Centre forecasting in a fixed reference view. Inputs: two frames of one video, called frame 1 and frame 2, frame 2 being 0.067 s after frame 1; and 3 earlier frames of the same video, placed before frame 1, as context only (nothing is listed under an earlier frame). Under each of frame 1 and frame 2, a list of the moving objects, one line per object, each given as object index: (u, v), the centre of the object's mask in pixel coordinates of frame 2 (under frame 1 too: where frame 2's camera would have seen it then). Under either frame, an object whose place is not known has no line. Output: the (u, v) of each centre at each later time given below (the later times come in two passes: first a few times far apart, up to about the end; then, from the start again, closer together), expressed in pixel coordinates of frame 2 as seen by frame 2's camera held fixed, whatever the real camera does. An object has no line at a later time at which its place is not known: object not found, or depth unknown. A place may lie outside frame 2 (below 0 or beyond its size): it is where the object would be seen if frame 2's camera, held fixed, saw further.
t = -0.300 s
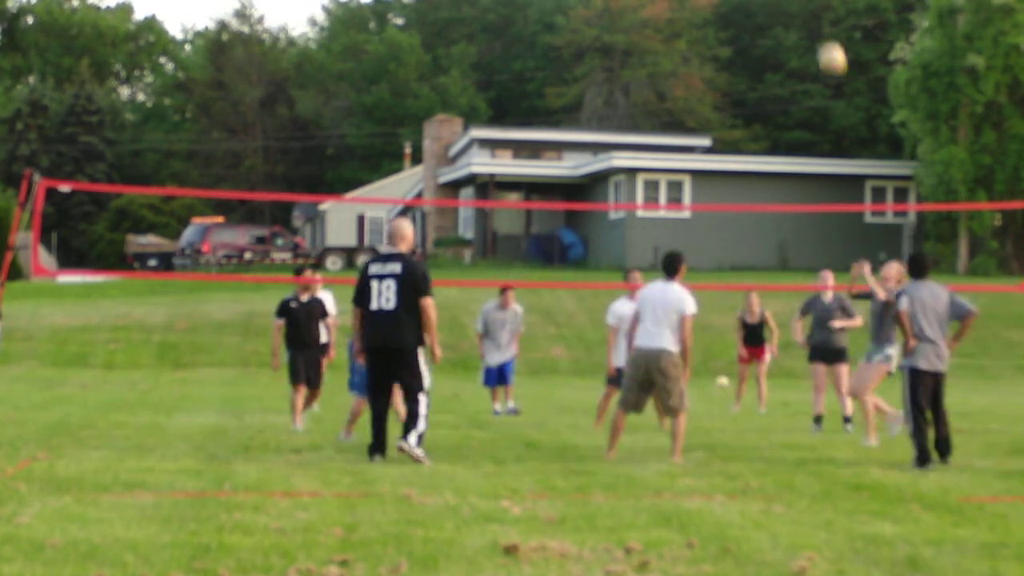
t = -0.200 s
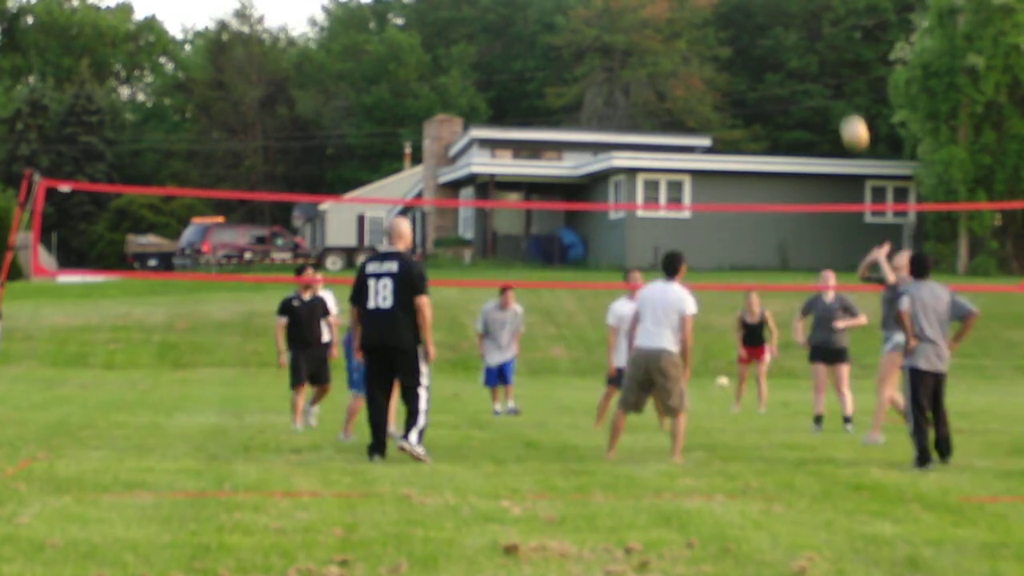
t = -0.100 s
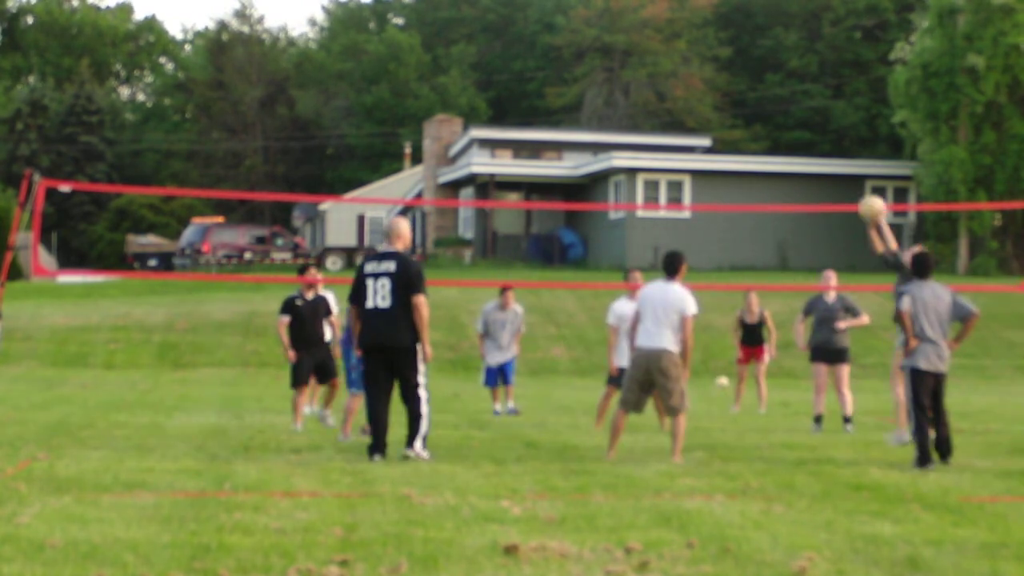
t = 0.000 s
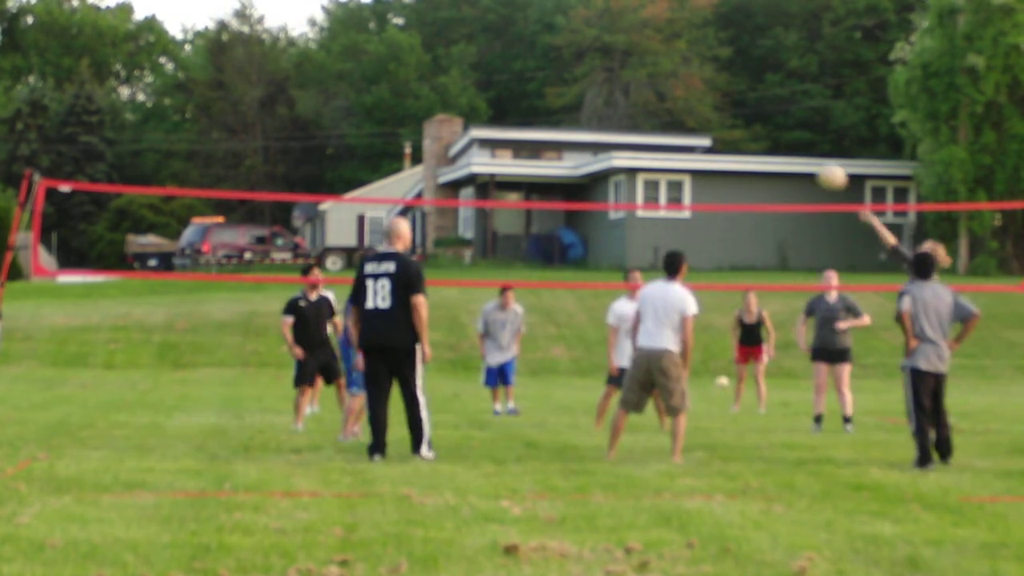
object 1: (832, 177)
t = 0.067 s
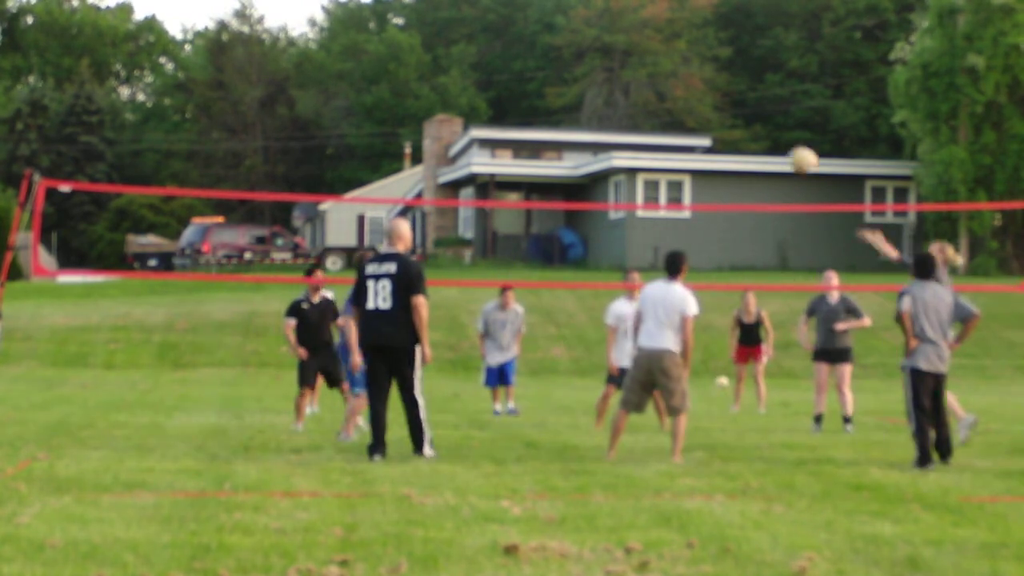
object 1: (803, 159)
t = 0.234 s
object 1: (731, 141)
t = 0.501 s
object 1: (618, 179)
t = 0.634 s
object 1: (566, 227)
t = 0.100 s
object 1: (788, 152)
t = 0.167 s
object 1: (759, 144)
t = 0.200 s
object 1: (745, 142)
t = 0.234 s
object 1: (731, 141)
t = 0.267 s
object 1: (718, 142)
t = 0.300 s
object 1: (704, 142)
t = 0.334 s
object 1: (690, 145)
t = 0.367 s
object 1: (676, 151)
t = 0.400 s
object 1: (661, 155)
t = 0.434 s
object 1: (648, 161)
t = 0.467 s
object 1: (634, 170)
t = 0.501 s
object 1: (618, 179)
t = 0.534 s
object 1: (605, 188)
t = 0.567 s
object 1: (593, 200)
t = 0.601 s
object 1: (580, 213)
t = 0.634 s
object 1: (566, 227)
